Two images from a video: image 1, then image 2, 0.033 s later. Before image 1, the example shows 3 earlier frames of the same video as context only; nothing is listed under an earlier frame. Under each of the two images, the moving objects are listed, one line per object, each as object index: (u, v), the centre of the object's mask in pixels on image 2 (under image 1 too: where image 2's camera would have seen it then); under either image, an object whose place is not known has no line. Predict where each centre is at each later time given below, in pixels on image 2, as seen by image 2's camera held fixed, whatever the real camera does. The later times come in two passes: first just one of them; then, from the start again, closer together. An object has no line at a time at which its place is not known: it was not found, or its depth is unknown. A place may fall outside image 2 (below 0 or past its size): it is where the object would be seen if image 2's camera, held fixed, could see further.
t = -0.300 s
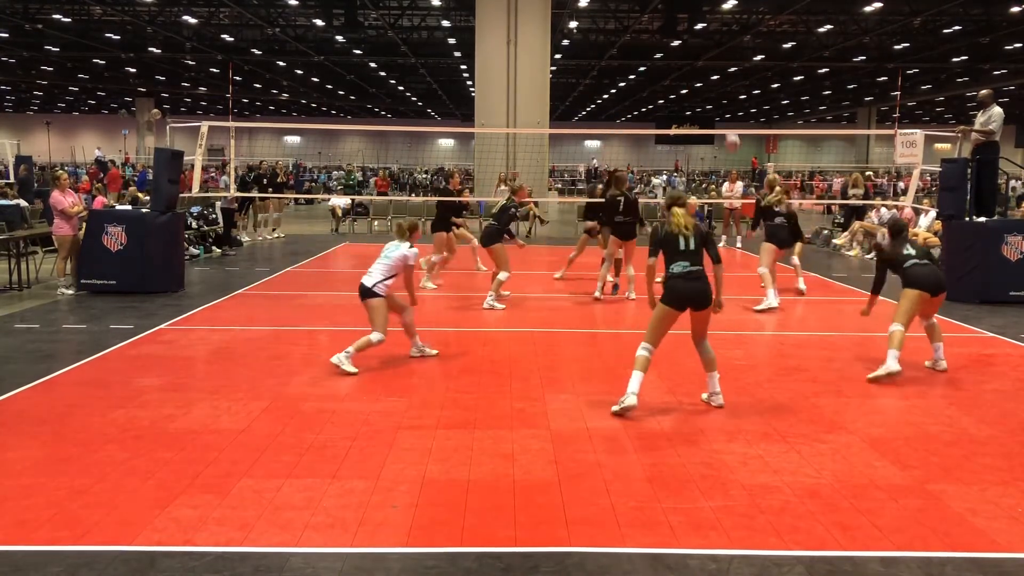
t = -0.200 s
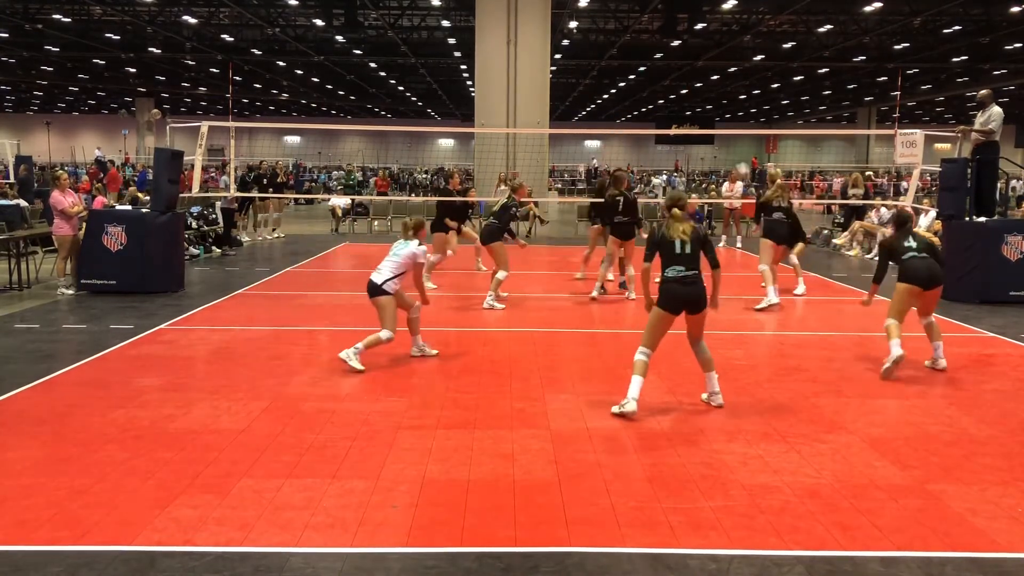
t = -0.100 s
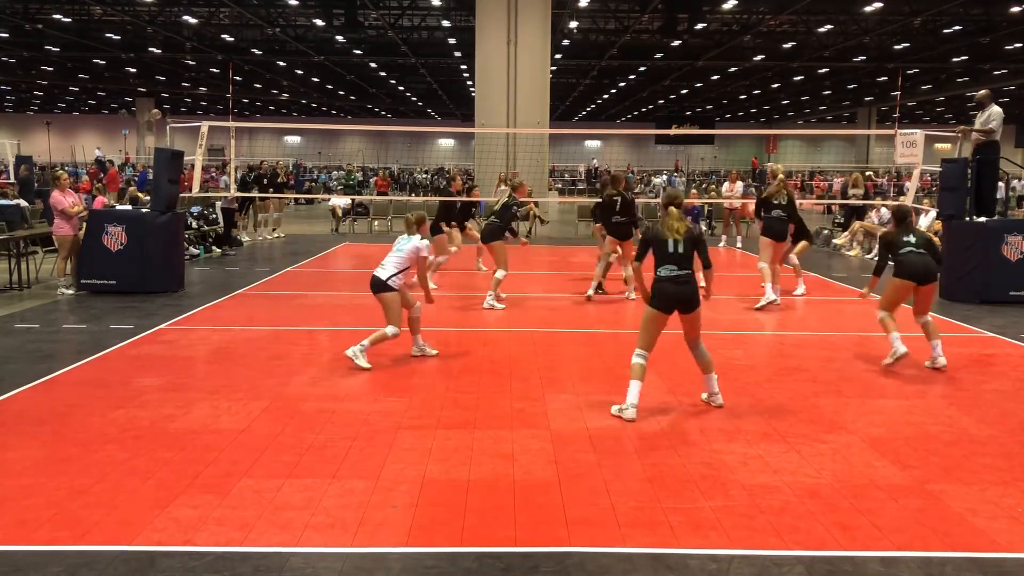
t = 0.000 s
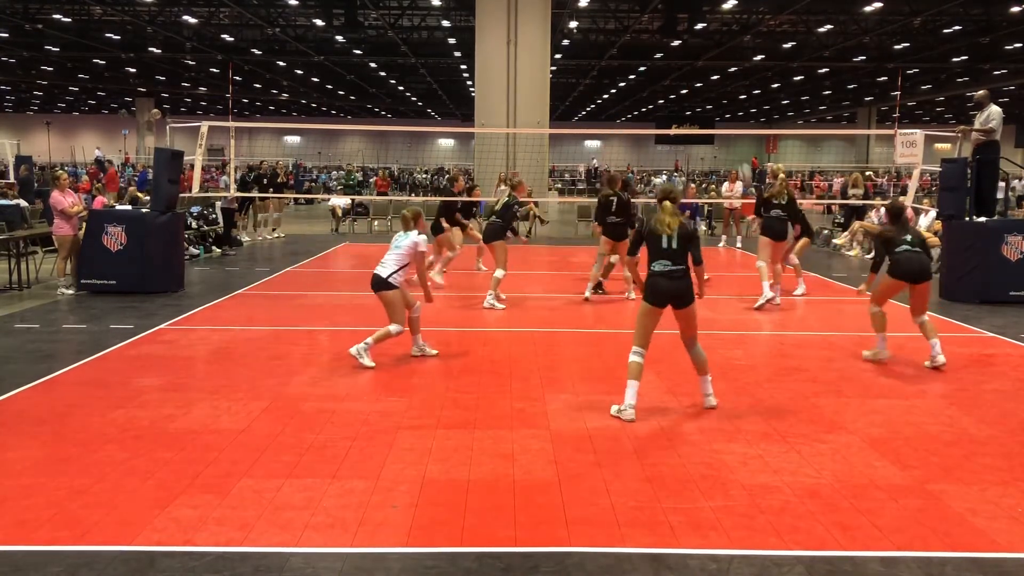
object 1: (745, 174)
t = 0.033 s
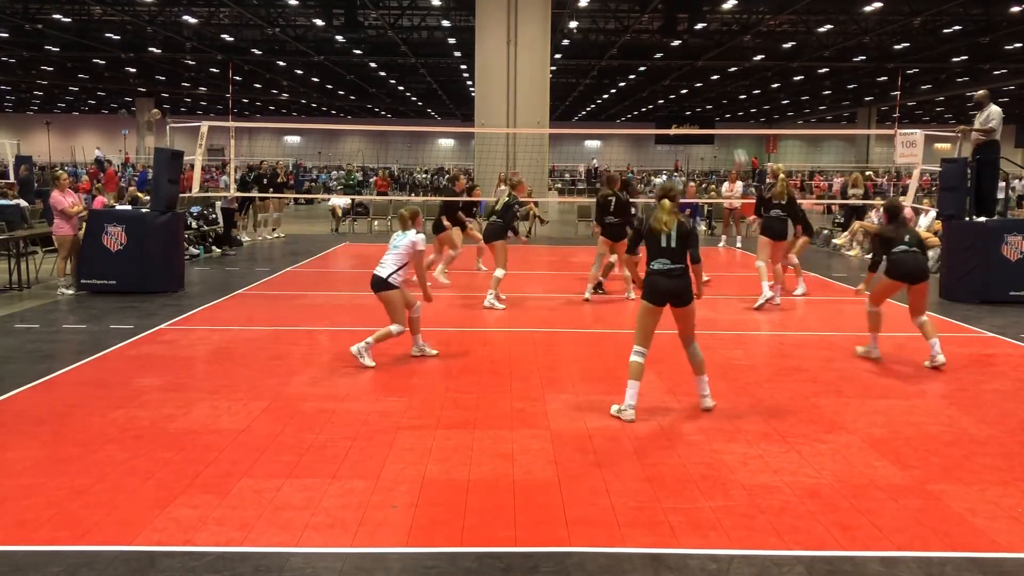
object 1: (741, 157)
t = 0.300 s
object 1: (709, 68)
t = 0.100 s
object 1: (732, 132)
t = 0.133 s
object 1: (729, 119)
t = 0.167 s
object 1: (725, 107)
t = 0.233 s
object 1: (718, 87)
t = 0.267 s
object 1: (713, 78)
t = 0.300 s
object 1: (709, 68)
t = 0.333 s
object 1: (706, 61)
